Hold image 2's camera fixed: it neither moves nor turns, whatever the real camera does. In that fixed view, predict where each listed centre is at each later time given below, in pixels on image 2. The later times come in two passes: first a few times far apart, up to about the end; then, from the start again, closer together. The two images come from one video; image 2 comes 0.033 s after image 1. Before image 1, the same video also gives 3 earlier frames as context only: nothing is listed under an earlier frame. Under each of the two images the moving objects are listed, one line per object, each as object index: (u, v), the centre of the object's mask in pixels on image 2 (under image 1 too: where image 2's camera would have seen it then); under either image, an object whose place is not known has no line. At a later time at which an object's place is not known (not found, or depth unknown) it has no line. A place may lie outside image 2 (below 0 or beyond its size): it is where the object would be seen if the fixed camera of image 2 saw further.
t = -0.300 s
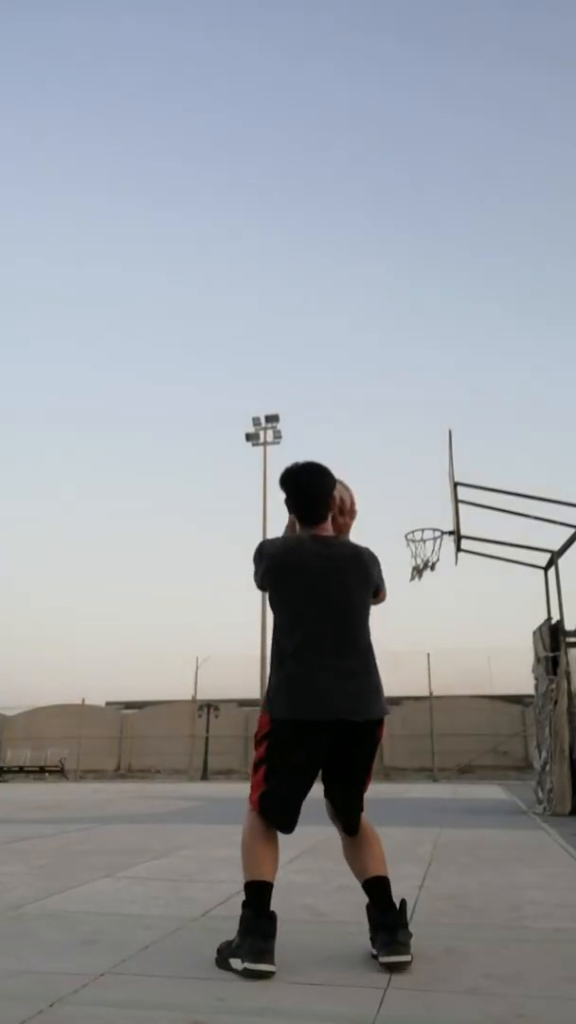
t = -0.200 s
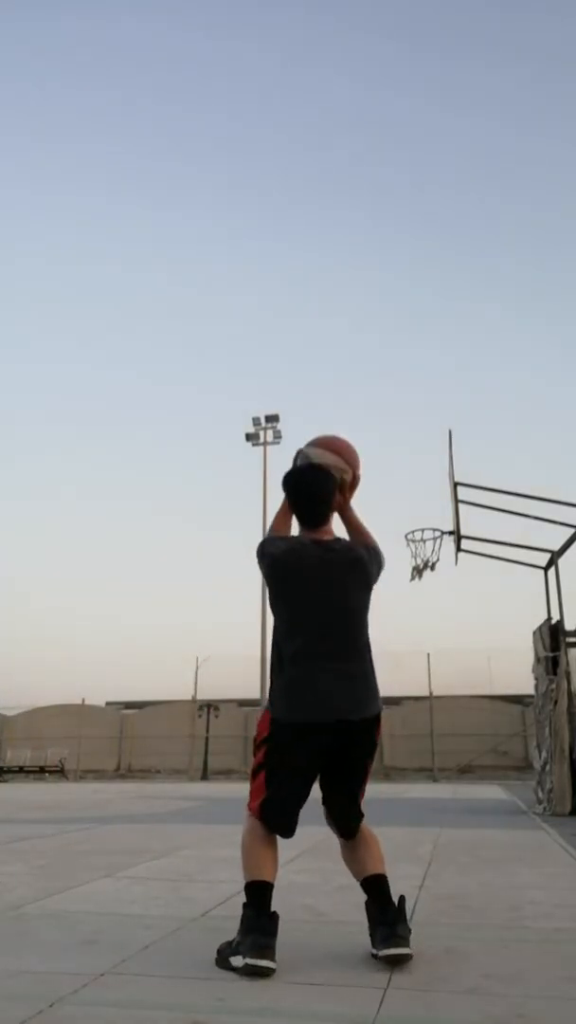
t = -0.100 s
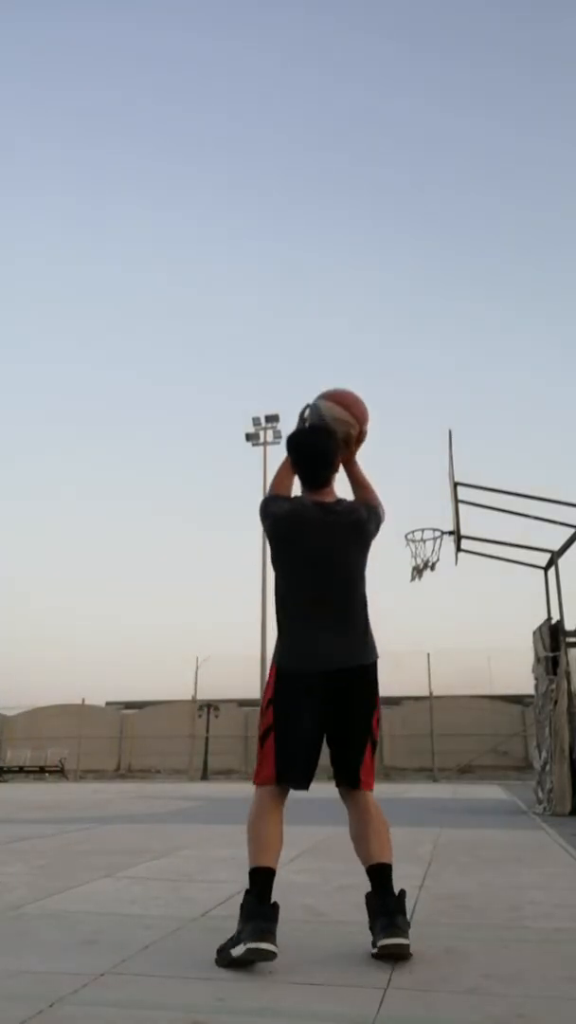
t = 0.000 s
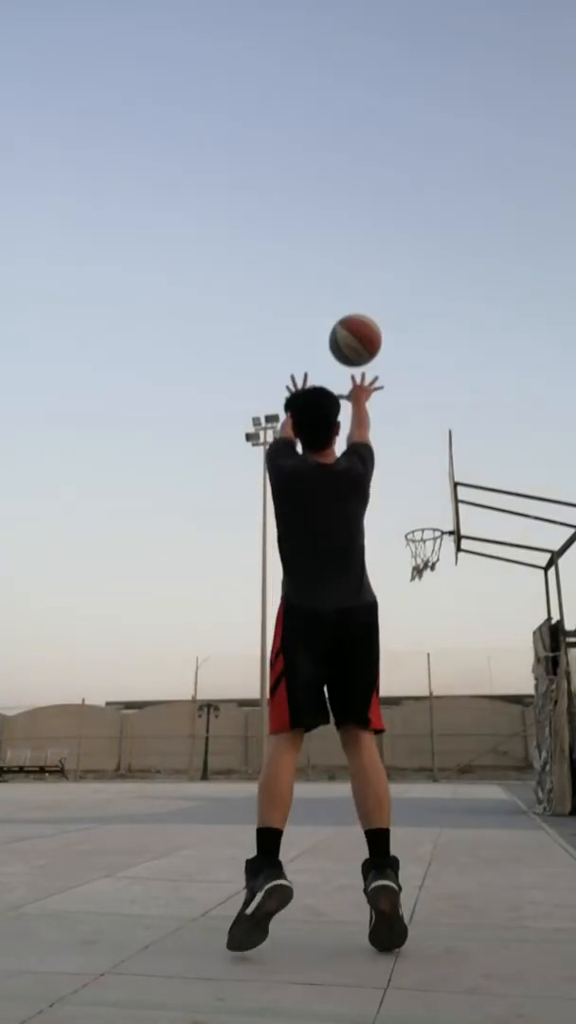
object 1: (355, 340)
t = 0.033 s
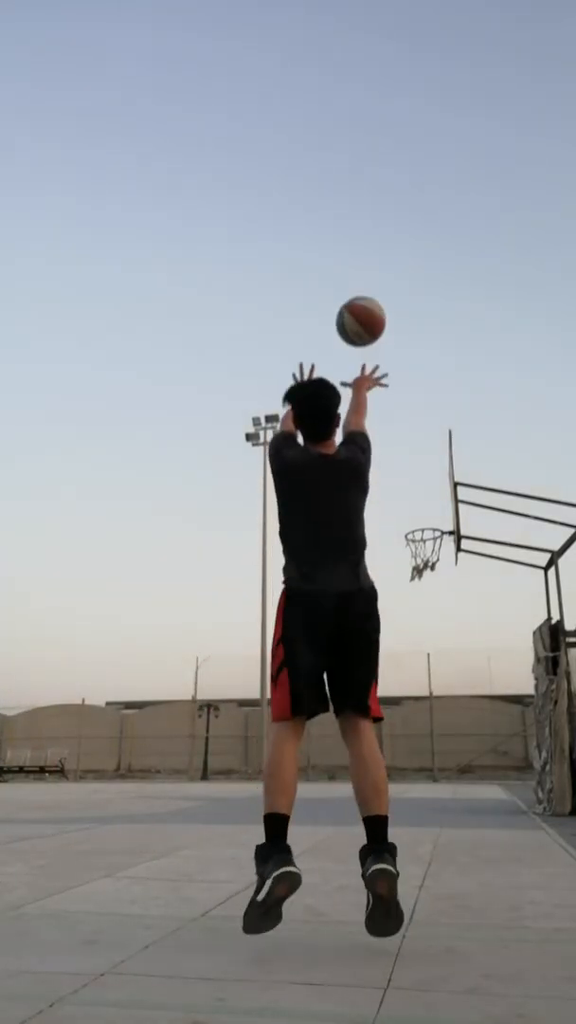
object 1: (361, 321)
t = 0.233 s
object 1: (387, 272)
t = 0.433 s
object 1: (404, 286)
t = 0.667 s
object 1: (420, 344)
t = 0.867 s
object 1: (432, 416)
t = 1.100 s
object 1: (443, 521)
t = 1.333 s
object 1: (410, 566)
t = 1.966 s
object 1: (288, 712)
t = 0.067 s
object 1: (366, 306)
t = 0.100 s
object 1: (371, 294)
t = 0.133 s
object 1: (375, 286)
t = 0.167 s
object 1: (379, 279)
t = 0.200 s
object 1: (383, 275)
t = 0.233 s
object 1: (387, 272)
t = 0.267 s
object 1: (390, 272)
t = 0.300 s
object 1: (393, 272)
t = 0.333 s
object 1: (396, 274)
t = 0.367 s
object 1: (399, 277)
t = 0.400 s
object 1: (402, 281)
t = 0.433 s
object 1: (404, 286)
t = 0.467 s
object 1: (407, 293)
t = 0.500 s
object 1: (409, 299)
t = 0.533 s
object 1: (411, 307)
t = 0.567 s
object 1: (413, 315)
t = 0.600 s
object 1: (416, 324)
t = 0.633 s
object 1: (418, 333)
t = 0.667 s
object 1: (420, 344)
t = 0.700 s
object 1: (422, 354)
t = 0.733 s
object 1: (424, 366)
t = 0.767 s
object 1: (426, 377)
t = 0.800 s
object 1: (428, 390)
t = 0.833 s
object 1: (430, 403)
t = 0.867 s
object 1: (432, 416)
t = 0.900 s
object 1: (434, 430)
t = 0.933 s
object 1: (435, 444)
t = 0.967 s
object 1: (437, 459)
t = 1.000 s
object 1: (439, 474)
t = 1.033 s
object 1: (441, 489)
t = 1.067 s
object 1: (443, 505)
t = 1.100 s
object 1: (443, 521)
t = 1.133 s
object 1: (444, 531)
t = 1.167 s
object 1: (438, 534)
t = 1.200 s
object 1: (433, 538)
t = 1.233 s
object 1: (427, 544)
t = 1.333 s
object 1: (410, 566)
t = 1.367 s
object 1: (404, 574)
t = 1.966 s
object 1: (288, 712)
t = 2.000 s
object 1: (282, 696)
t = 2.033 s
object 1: (275, 681)
